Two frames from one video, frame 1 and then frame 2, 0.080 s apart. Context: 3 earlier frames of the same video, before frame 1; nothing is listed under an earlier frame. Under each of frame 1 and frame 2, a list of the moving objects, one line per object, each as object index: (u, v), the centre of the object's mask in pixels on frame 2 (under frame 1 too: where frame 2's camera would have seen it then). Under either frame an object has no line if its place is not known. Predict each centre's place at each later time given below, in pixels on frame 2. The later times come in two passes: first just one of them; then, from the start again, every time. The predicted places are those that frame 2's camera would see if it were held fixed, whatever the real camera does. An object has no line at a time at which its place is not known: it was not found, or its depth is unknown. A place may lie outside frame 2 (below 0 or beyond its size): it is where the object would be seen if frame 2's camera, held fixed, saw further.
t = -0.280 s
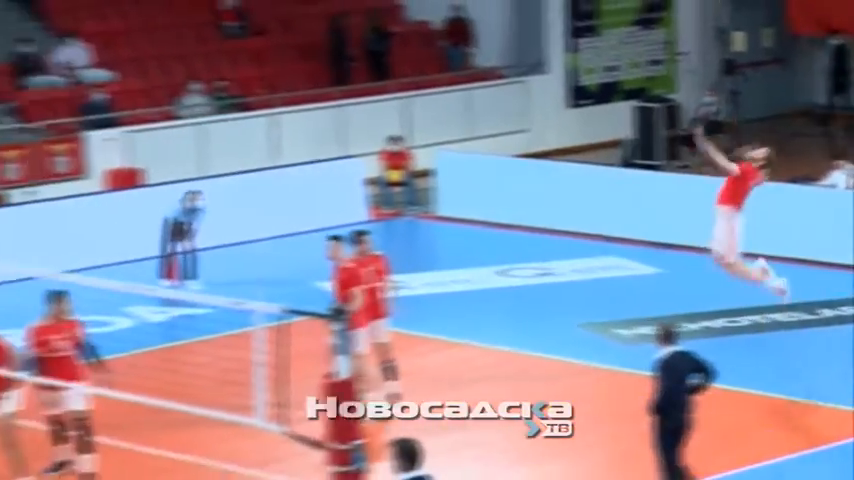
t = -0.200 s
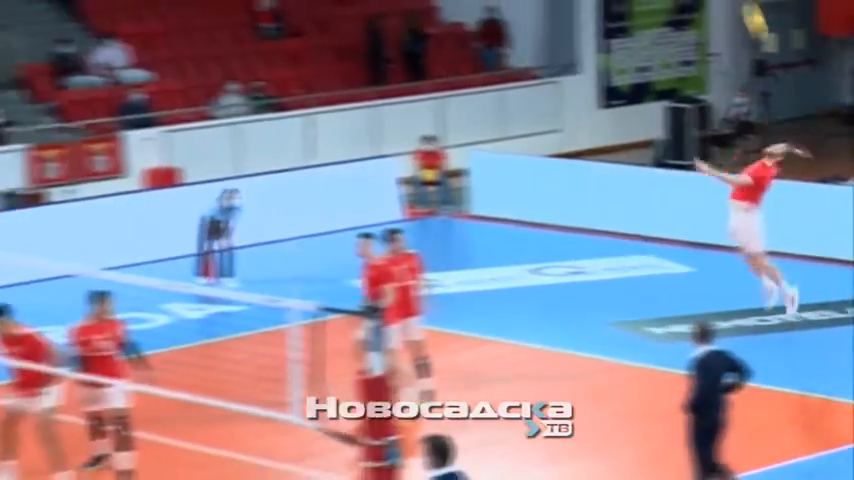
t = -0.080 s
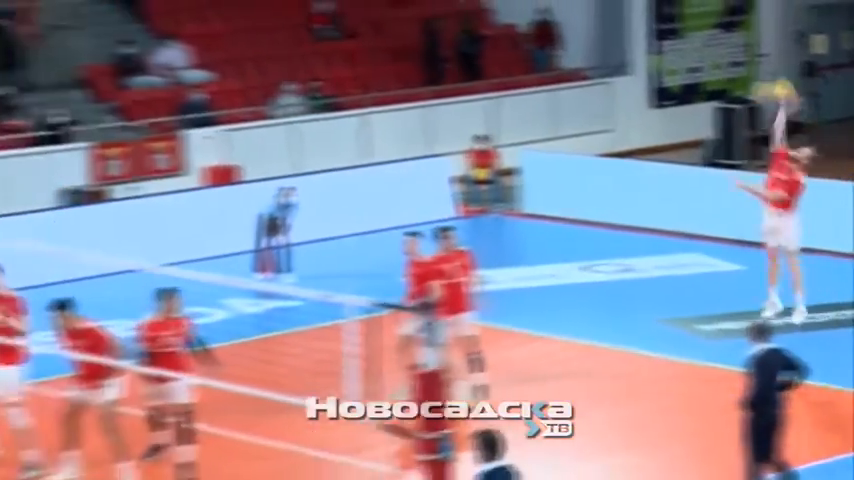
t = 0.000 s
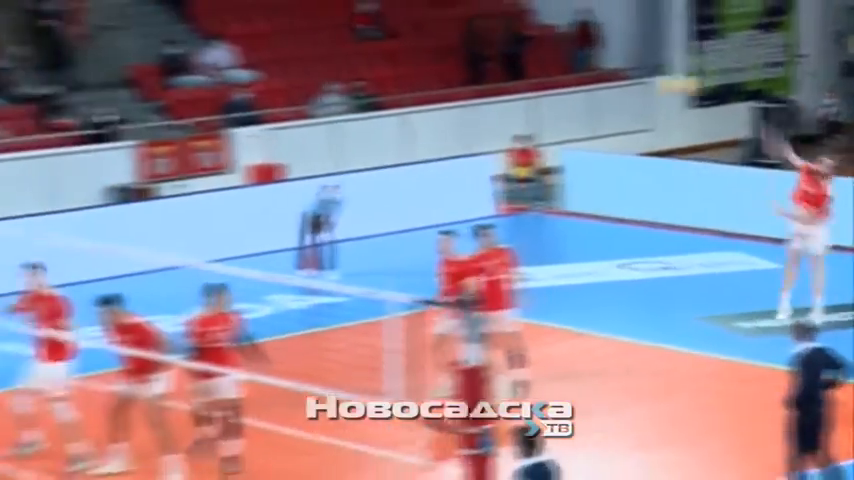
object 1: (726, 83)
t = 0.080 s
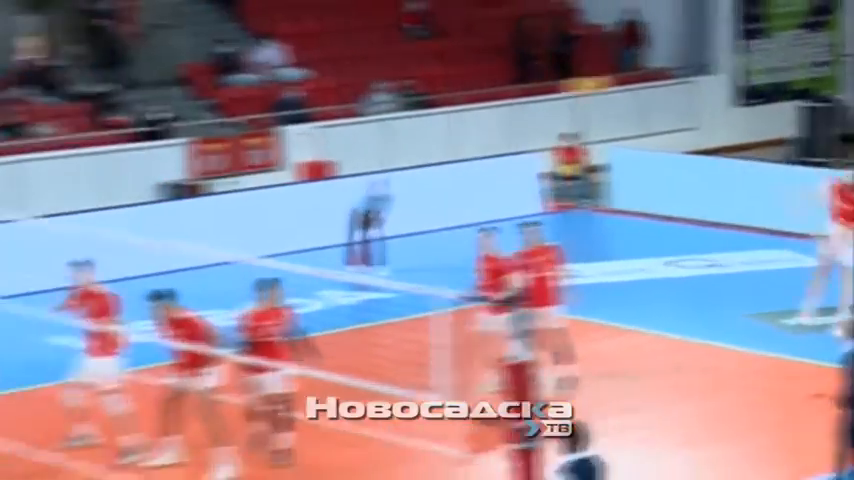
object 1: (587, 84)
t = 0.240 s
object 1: (308, 123)
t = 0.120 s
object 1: (518, 90)
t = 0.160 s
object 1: (449, 98)
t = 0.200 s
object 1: (379, 108)
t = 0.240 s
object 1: (308, 123)
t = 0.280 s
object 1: (237, 141)
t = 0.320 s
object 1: (163, 162)
